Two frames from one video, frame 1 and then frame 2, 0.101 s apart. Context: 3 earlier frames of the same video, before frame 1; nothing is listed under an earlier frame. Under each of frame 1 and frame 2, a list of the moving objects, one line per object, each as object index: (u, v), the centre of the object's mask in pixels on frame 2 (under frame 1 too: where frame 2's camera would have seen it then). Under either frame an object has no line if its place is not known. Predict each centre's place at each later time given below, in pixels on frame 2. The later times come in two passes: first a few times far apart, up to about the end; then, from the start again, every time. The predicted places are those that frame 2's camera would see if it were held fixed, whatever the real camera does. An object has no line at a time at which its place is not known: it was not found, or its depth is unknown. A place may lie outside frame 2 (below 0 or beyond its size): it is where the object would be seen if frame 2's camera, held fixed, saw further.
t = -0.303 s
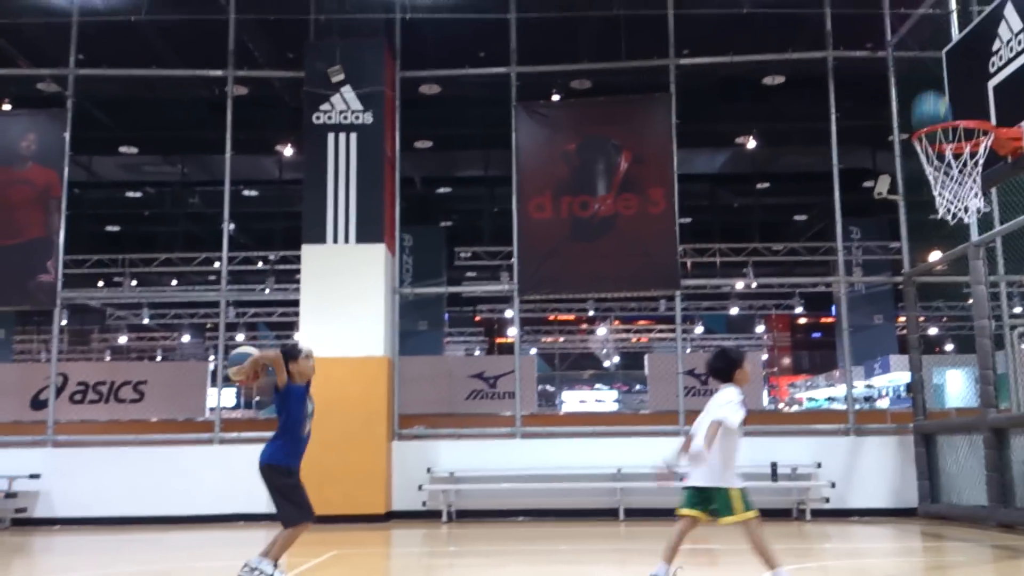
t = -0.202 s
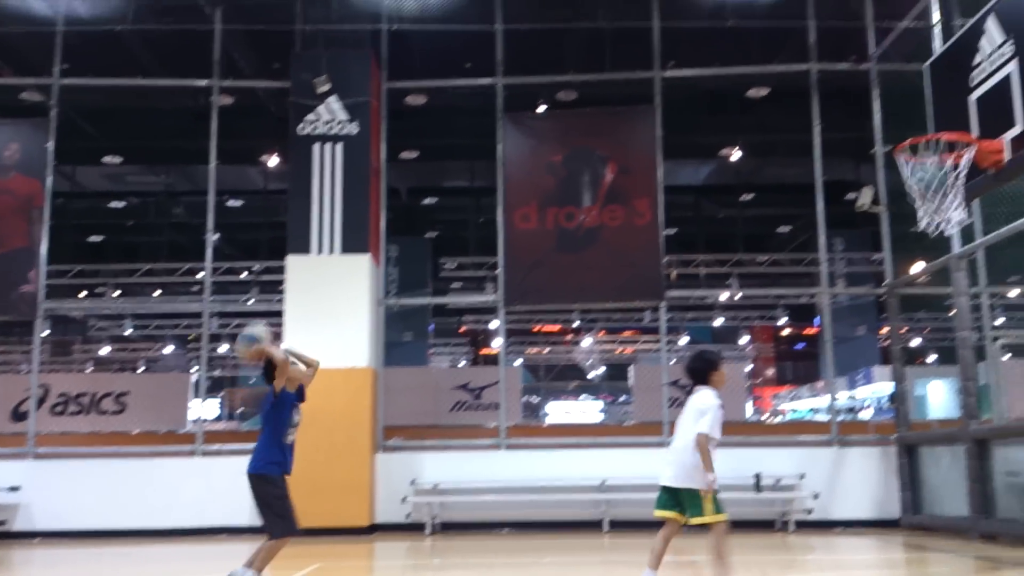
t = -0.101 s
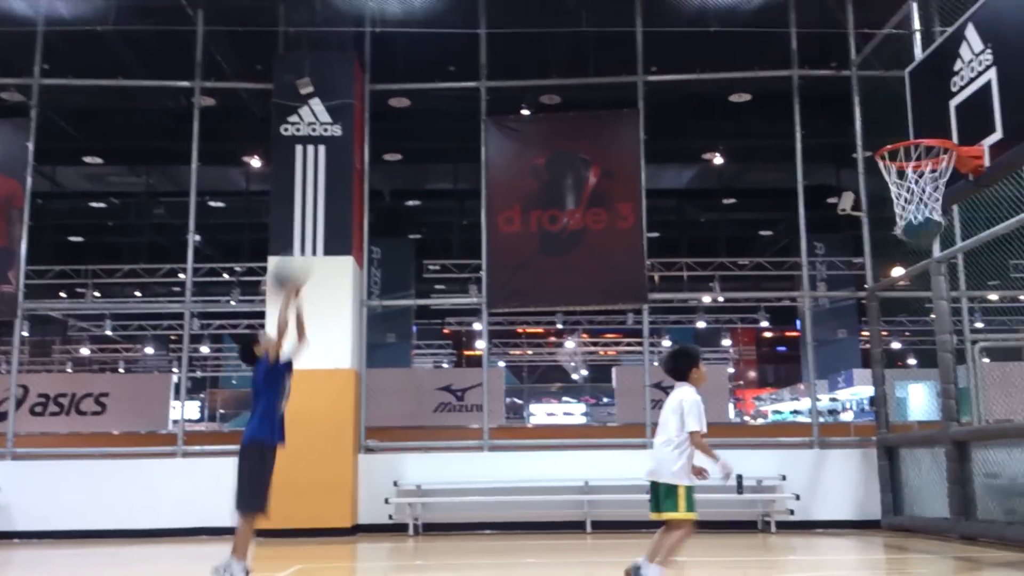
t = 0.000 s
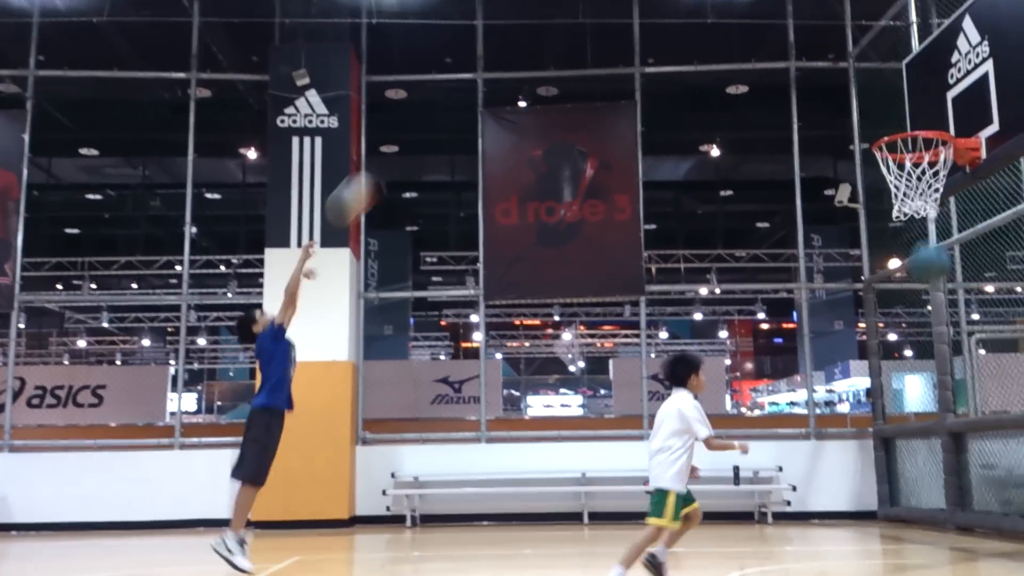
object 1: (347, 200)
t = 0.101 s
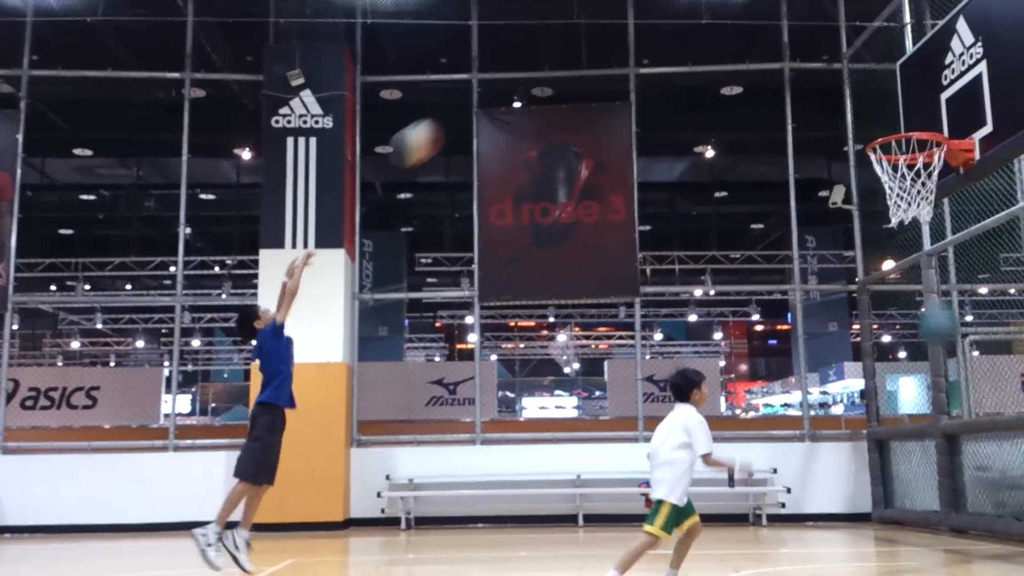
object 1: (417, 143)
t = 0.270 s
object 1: (533, 80)
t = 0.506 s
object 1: (700, 60)
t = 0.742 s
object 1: (873, 123)
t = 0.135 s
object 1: (440, 128)
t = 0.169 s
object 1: (463, 114)
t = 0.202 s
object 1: (487, 101)
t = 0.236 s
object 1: (508, 90)
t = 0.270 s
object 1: (533, 80)
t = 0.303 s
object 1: (555, 73)
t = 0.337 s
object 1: (580, 64)
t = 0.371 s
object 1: (604, 59)
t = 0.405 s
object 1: (628, 54)
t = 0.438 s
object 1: (653, 54)
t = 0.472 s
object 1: (676, 55)
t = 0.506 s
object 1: (700, 60)
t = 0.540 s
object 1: (724, 65)
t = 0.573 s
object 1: (747, 70)
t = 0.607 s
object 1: (771, 77)
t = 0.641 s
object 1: (796, 87)
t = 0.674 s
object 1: (821, 97)
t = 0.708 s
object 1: (848, 110)
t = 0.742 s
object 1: (873, 123)
